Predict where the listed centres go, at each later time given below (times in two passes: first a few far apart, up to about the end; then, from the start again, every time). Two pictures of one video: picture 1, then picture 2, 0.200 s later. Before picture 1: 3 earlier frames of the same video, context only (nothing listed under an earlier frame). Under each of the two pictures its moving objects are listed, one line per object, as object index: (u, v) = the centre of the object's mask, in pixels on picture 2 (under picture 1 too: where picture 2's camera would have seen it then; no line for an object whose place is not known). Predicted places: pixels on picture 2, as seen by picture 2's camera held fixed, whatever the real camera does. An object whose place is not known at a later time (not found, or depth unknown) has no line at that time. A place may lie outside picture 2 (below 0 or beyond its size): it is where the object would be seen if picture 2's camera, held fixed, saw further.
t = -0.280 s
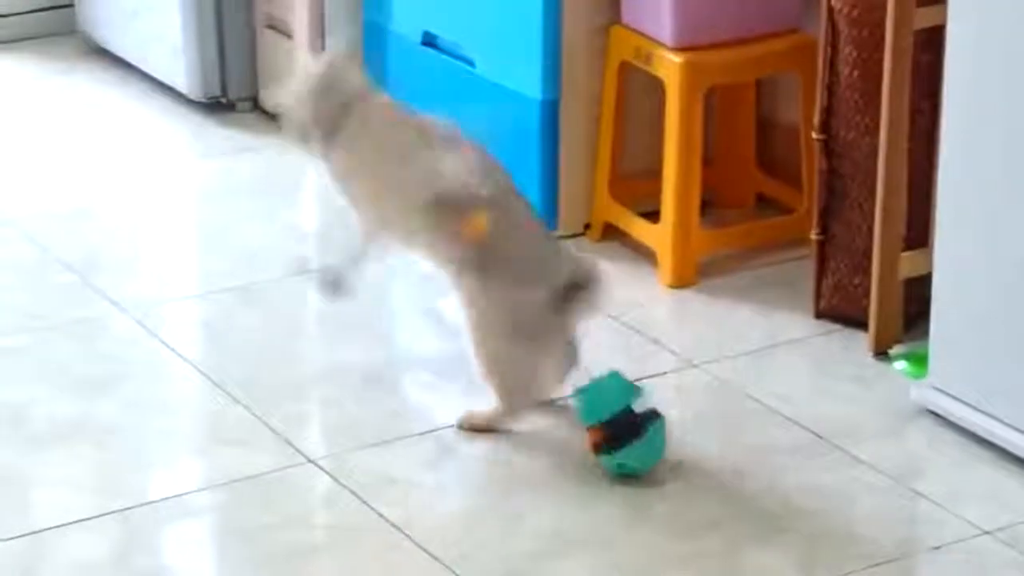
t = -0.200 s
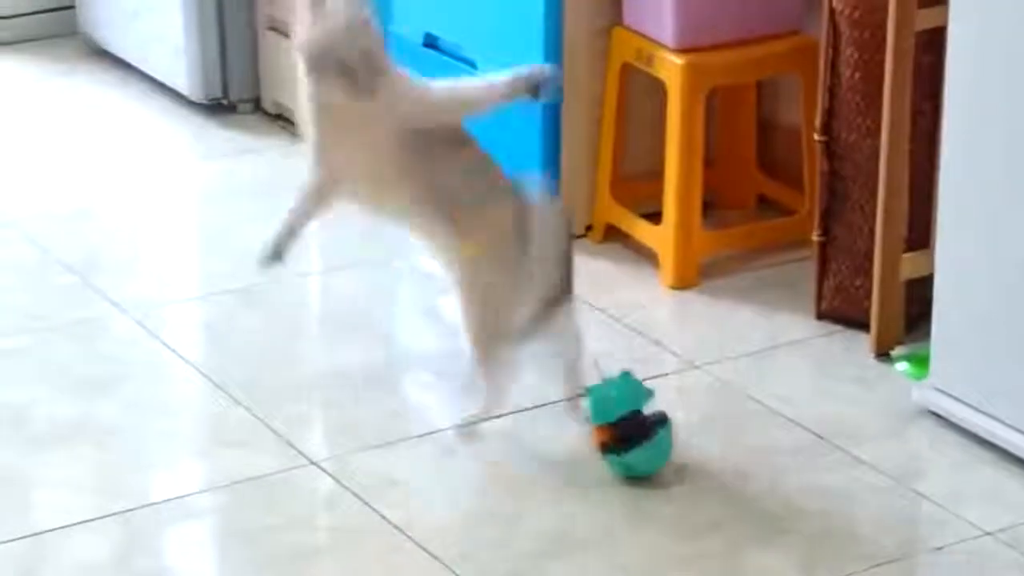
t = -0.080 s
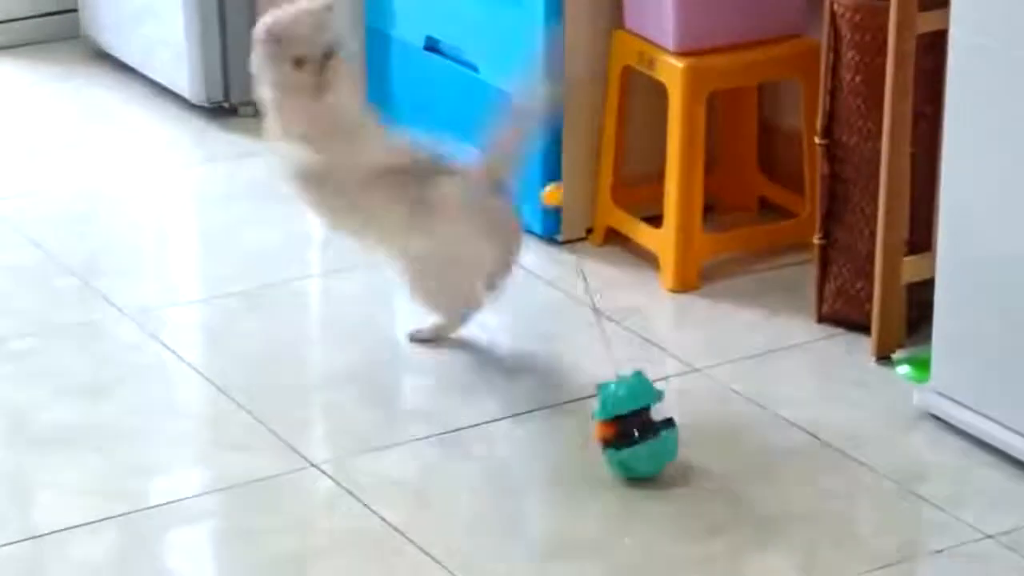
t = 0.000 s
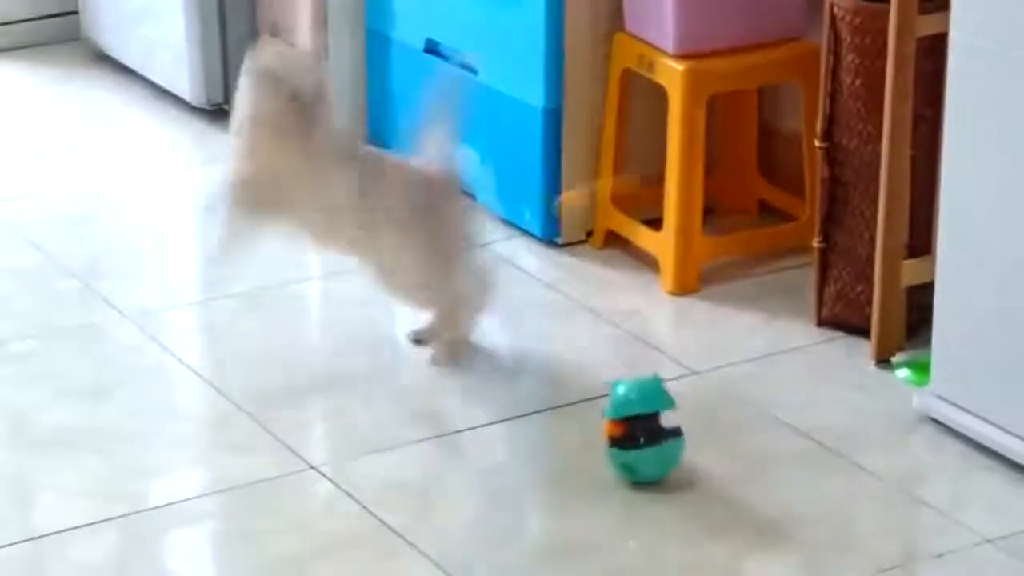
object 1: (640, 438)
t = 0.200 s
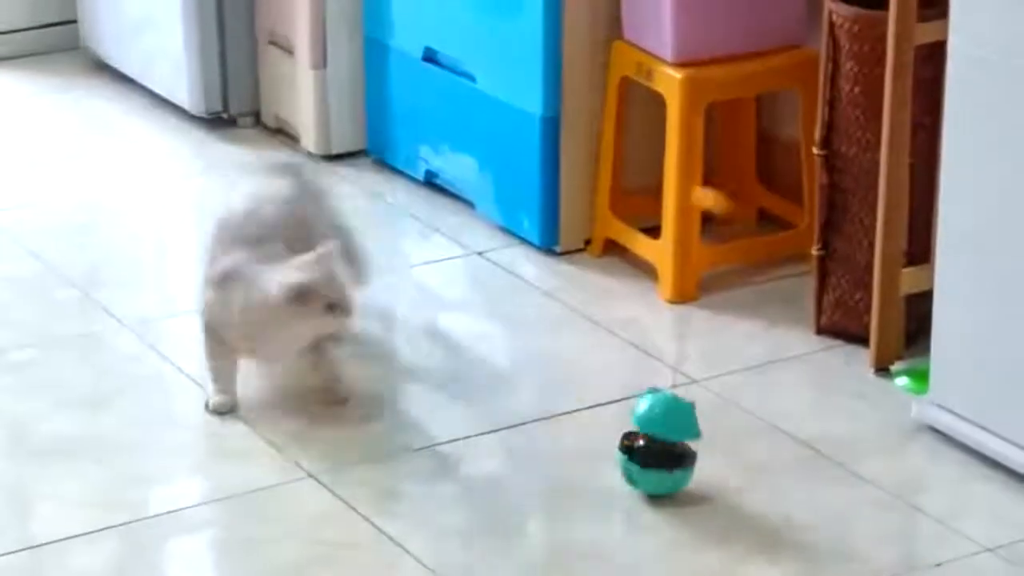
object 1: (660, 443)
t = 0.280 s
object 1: (664, 446)
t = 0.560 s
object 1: (656, 454)
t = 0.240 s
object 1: (662, 445)
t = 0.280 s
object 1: (664, 446)
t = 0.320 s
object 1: (665, 448)
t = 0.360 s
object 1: (666, 450)
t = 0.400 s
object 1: (666, 452)
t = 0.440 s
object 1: (665, 453)
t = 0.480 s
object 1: (662, 453)
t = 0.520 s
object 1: (659, 454)
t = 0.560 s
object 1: (656, 454)
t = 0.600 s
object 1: (652, 453)
